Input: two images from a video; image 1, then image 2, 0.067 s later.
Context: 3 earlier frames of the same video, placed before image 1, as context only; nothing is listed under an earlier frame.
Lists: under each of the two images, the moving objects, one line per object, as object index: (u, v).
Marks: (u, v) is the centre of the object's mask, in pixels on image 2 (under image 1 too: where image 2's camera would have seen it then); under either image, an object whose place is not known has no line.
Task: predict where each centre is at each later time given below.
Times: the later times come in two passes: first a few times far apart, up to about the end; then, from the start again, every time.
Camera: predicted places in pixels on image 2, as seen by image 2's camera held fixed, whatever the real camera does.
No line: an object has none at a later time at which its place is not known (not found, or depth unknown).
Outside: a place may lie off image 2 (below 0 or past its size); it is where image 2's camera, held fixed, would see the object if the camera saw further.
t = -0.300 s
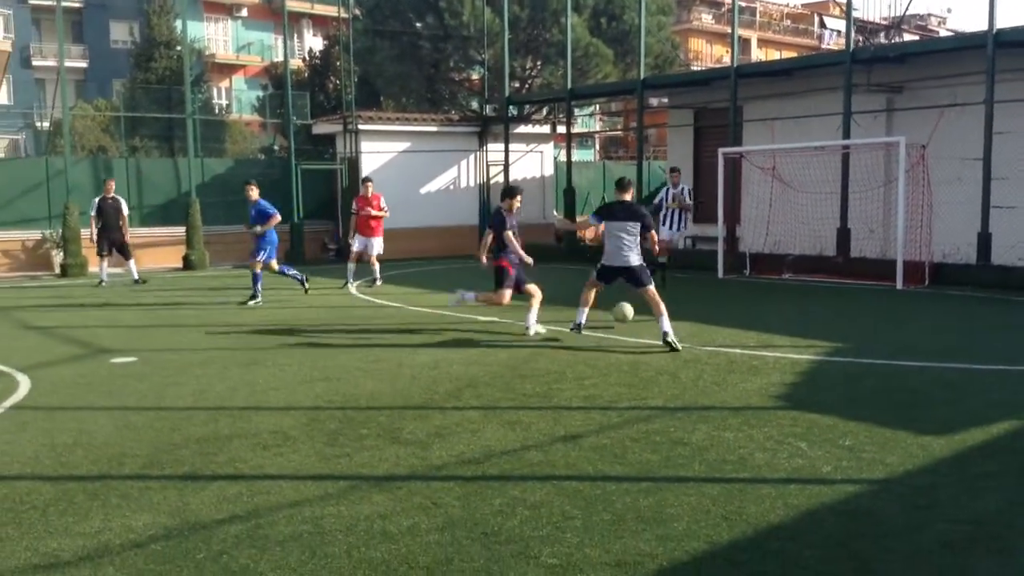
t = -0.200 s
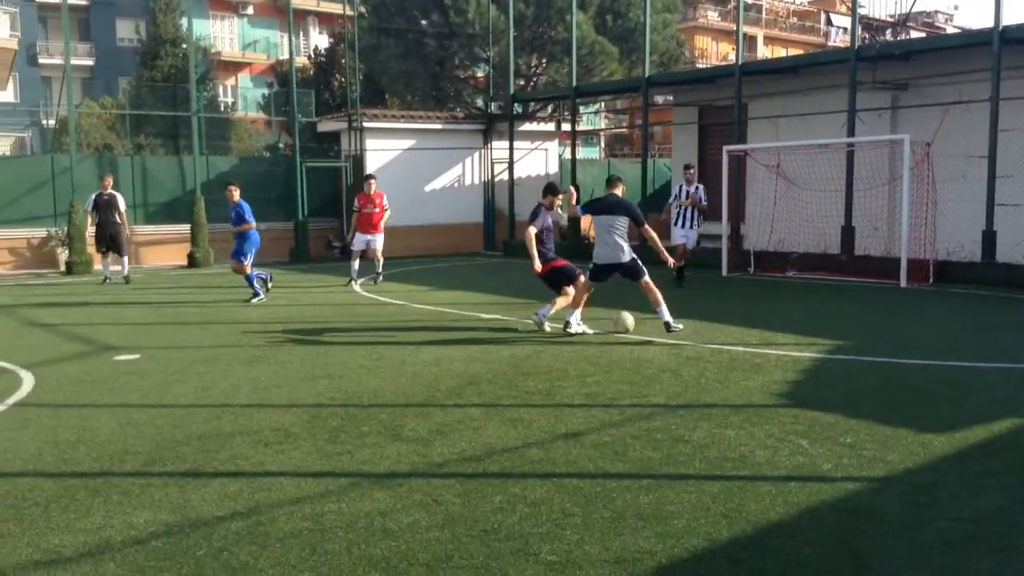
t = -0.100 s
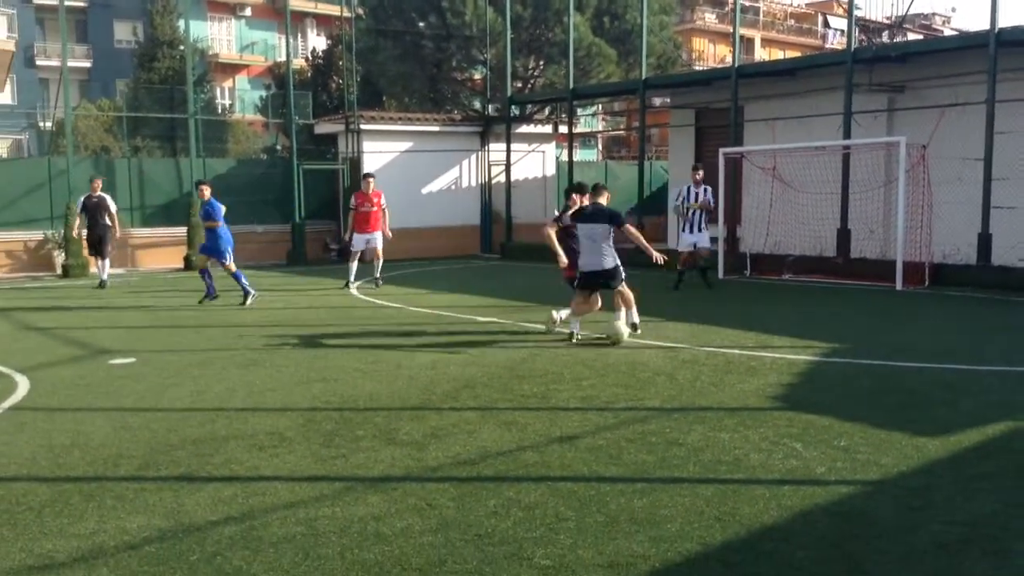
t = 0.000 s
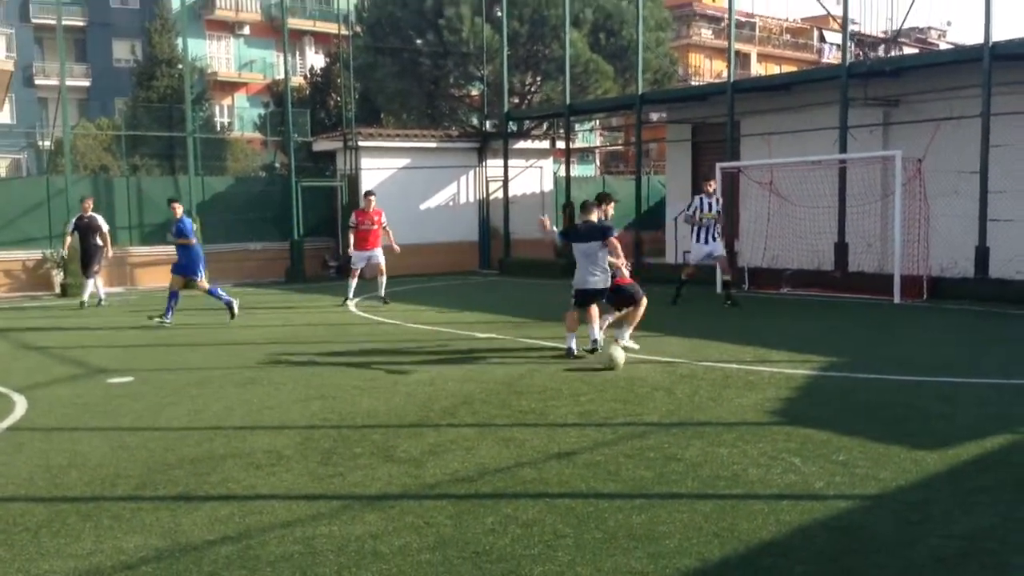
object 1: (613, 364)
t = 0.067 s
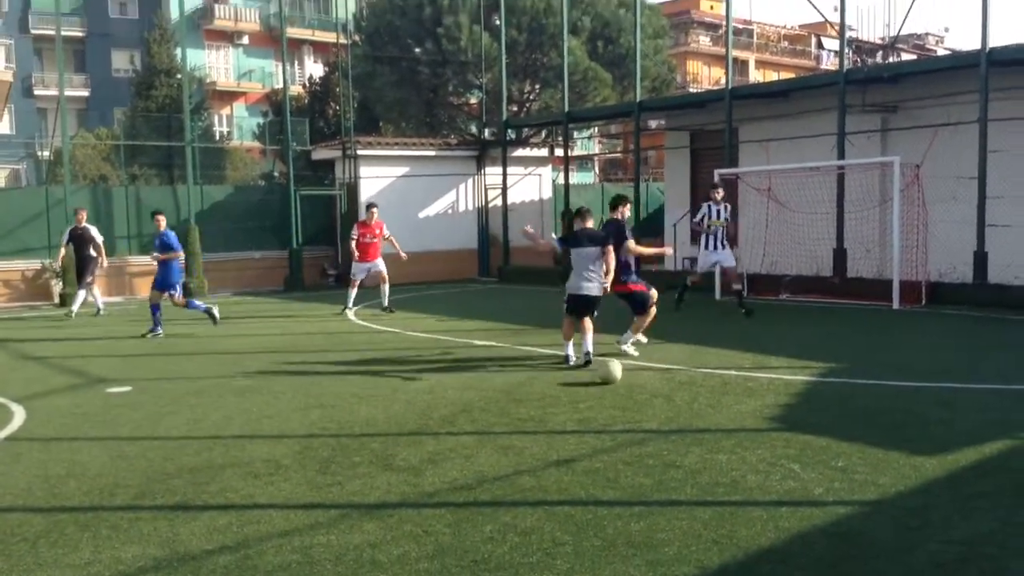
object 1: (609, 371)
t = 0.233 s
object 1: (606, 388)
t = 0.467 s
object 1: (599, 420)
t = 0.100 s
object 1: (608, 374)
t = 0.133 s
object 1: (608, 378)
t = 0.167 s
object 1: (607, 381)
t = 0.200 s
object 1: (606, 385)
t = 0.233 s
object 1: (606, 388)
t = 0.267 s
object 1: (605, 392)
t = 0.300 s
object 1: (604, 397)
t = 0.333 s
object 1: (604, 401)
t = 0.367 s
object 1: (602, 406)
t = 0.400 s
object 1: (601, 410)
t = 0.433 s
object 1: (598, 414)
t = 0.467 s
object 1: (599, 420)
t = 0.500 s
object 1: (598, 425)
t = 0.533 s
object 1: (596, 431)
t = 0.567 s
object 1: (595, 436)
